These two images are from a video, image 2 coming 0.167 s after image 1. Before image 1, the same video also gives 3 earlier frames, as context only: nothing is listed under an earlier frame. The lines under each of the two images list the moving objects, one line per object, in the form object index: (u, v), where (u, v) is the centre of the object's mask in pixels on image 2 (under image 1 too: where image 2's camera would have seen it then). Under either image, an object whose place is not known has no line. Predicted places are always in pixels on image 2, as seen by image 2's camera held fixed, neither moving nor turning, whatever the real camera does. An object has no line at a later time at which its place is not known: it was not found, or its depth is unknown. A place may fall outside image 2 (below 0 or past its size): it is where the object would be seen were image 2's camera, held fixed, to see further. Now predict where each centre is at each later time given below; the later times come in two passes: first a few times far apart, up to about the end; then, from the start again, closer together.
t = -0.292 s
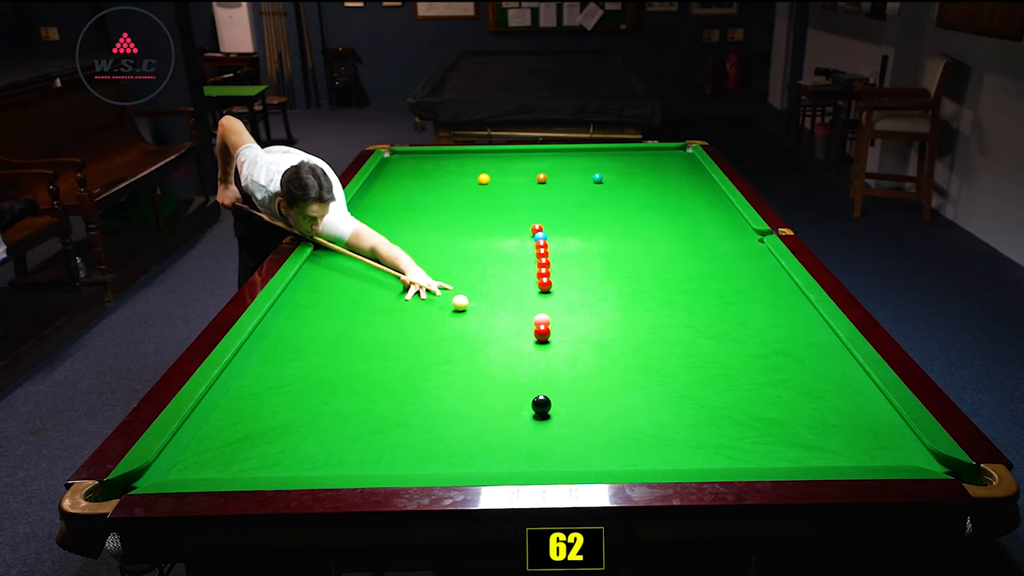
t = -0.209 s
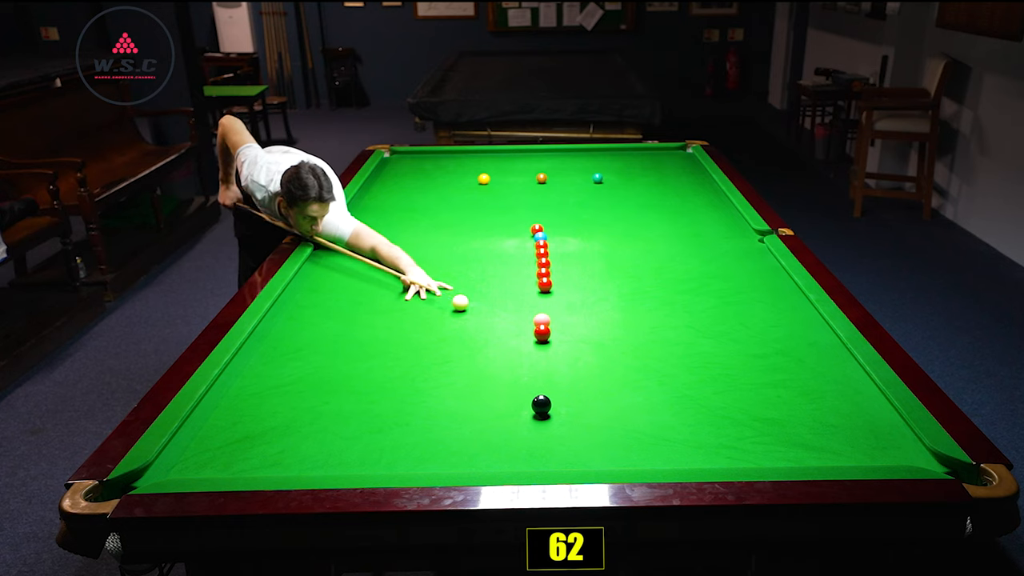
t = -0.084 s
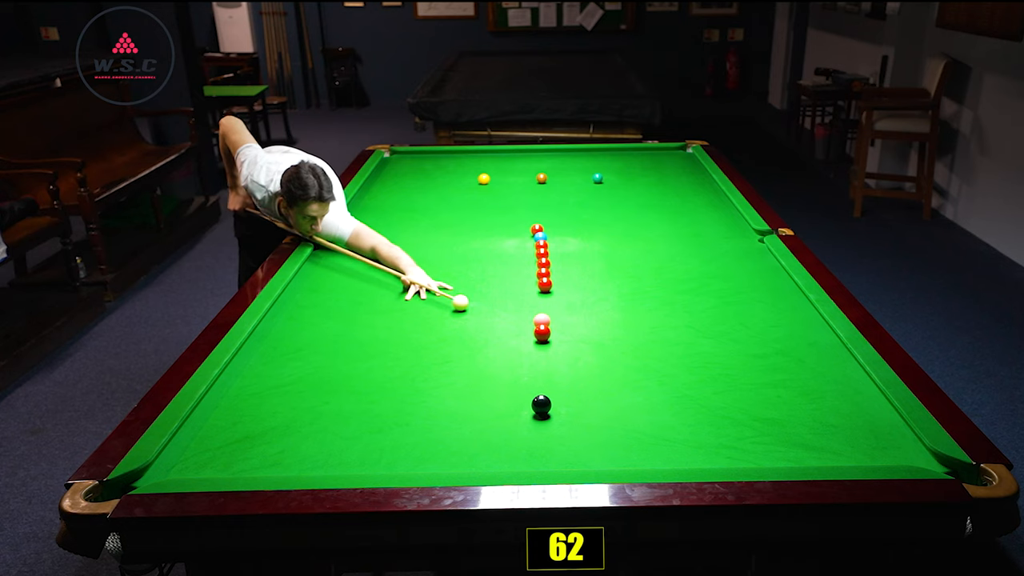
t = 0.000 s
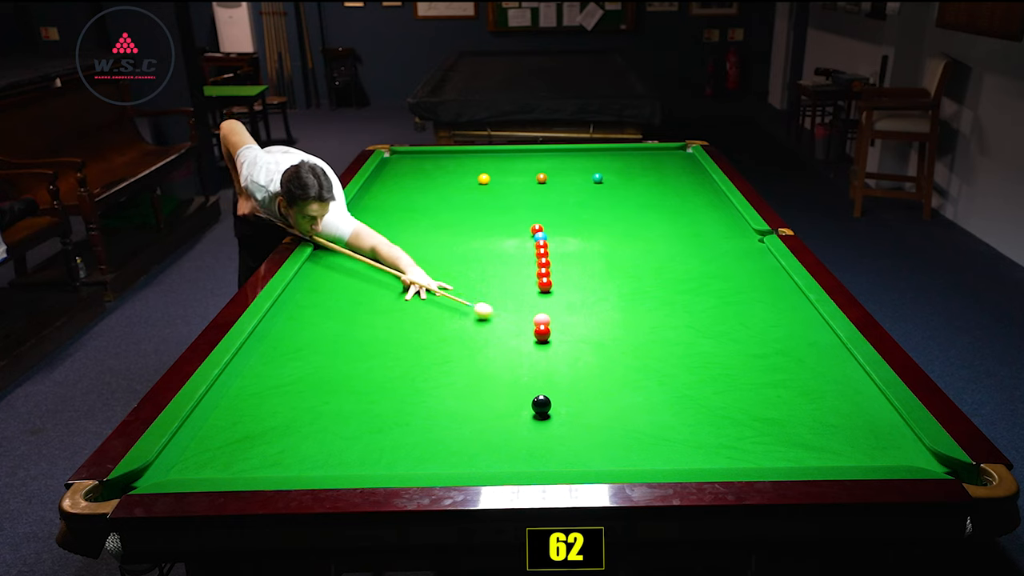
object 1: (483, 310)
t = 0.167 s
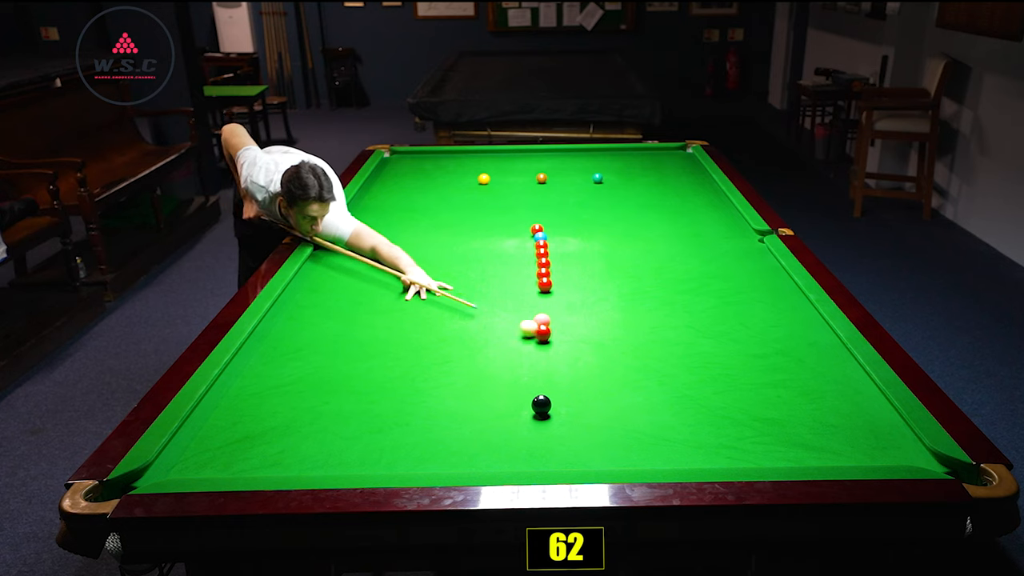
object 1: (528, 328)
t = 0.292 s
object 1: (533, 330)
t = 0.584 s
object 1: (550, 339)
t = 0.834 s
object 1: (564, 347)
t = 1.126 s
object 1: (581, 355)
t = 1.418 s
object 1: (596, 363)
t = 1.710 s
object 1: (609, 370)
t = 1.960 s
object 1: (621, 376)
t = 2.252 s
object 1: (633, 381)
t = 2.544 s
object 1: (643, 386)
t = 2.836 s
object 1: (651, 390)
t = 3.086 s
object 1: (656, 393)
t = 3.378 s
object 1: (661, 395)
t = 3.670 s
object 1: (664, 396)
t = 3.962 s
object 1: (664, 397)
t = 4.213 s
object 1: (664, 396)
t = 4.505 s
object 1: (664, 397)
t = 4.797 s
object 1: (664, 397)
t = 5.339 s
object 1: (664, 397)
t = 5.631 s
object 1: (664, 397)
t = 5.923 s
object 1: (664, 397)
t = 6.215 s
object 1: (664, 396)
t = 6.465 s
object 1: (664, 396)
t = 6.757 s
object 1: (664, 397)
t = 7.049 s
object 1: (664, 396)
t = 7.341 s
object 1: (664, 396)
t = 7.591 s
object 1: (664, 396)
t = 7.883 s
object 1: (664, 396)
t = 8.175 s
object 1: (664, 397)
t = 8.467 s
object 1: (664, 397)
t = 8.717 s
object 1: (664, 397)
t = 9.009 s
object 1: (664, 396)
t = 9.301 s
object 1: (664, 397)
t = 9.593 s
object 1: (664, 397)
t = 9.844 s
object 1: (664, 397)
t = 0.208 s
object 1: (529, 329)
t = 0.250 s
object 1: (530, 330)
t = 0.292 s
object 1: (533, 330)
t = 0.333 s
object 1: (535, 332)
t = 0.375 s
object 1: (538, 333)
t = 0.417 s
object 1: (540, 334)
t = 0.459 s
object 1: (543, 335)
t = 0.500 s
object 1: (545, 337)
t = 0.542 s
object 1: (548, 338)
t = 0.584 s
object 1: (550, 339)
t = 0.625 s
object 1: (553, 341)
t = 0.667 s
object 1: (555, 342)
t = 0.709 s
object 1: (557, 343)
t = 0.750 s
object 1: (560, 344)
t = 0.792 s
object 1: (562, 345)
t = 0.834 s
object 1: (564, 347)
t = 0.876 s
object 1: (567, 347)
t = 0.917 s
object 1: (569, 349)
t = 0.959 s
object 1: (571, 350)
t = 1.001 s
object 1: (574, 351)
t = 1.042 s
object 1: (576, 353)
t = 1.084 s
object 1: (578, 354)
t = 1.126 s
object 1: (581, 355)
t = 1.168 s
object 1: (583, 356)
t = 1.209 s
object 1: (585, 357)
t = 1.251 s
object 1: (587, 358)
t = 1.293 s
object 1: (590, 359)
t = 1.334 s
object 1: (592, 360)
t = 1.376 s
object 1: (594, 362)
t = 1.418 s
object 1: (596, 363)
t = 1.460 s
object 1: (598, 364)
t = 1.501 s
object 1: (600, 365)
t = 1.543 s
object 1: (602, 366)
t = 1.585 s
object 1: (604, 367)
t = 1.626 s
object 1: (606, 368)
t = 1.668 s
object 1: (608, 369)
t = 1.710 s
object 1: (609, 370)
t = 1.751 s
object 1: (612, 371)
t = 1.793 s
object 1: (614, 372)
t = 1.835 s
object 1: (615, 373)
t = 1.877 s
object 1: (617, 374)
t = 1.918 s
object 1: (619, 375)
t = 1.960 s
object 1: (621, 376)
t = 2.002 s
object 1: (623, 376)
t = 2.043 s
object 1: (624, 378)
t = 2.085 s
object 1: (626, 378)
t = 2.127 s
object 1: (628, 379)
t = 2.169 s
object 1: (630, 380)
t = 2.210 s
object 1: (631, 381)
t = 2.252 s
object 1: (633, 381)
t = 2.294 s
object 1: (634, 382)
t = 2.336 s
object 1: (636, 383)
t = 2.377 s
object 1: (637, 383)
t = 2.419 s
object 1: (639, 384)
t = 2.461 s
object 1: (640, 385)
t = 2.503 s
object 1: (642, 386)
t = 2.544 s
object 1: (643, 386)
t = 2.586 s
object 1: (644, 387)
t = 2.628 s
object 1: (645, 388)
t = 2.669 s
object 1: (647, 388)
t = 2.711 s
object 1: (648, 389)
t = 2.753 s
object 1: (649, 389)
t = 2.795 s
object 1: (650, 390)
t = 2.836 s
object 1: (651, 390)
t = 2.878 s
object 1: (652, 391)
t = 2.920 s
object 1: (653, 391)
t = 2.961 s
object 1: (654, 392)
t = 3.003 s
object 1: (655, 392)
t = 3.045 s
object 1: (656, 393)
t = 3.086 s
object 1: (656, 393)
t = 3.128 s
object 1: (657, 393)
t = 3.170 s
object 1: (658, 394)
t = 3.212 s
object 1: (659, 394)
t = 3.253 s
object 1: (659, 394)
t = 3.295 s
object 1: (660, 395)
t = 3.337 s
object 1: (660, 395)
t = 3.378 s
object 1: (661, 395)
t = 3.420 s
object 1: (662, 395)
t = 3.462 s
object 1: (662, 396)
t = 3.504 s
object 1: (662, 396)
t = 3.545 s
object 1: (663, 396)
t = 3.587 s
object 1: (663, 396)
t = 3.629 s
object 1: (663, 396)
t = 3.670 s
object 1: (664, 396)
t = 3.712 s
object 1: (664, 396)
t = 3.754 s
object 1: (664, 396)
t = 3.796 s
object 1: (664, 396)
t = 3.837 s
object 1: (664, 396)
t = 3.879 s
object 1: (664, 396)
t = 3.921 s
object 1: (664, 397)
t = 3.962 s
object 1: (664, 397)
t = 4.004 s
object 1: (664, 396)
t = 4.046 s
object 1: (664, 397)
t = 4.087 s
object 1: (664, 396)
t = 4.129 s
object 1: (664, 396)
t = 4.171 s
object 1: (664, 397)
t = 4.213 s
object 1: (664, 396)
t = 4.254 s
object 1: (664, 397)
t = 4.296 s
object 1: (664, 397)
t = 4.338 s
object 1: (664, 396)
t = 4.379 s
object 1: (664, 397)
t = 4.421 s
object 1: (664, 397)
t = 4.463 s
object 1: (664, 397)
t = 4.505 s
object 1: (664, 397)
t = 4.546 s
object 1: (664, 397)
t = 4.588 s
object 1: (664, 396)
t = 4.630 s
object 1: (664, 397)
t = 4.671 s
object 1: (664, 397)
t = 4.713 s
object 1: (664, 397)
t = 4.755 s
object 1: (664, 397)
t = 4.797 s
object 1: (664, 397)
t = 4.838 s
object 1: (664, 397)
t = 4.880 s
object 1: (664, 397)
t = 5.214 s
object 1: (664, 397)
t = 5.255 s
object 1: (664, 397)
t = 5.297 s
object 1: (664, 397)
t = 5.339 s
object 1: (664, 397)
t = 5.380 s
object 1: (664, 397)
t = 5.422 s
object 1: (664, 397)
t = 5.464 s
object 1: (664, 397)
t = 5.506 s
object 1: (664, 397)
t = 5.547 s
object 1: (664, 397)
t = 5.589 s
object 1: (664, 397)
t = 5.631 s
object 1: (664, 397)
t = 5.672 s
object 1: (664, 397)
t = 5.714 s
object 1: (664, 397)
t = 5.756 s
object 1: (664, 397)
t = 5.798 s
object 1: (664, 397)
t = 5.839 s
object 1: (664, 397)
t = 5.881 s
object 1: (664, 397)
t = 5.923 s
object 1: (664, 397)
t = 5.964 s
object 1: (664, 397)
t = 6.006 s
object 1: (664, 397)
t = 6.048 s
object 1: (664, 396)
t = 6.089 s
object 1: (664, 397)
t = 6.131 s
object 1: (664, 397)
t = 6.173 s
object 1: (664, 397)
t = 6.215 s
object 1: (664, 396)
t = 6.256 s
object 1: (664, 397)
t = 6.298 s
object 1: (664, 396)
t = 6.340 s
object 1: (664, 397)
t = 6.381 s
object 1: (664, 396)
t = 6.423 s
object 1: (664, 396)
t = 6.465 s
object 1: (664, 396)
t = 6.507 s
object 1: (664, 396)
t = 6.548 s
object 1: (664, 397)
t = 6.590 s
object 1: (664, 397)
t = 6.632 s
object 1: (664, 397)
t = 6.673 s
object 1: (664, 397)
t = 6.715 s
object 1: (664, 397)
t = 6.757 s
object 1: (664, 397)
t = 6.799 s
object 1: (664, 397)
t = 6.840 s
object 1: (664, 397)
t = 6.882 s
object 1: (664, 397)
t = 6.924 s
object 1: (664, 397)
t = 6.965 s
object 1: (664, 396)
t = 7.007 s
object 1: (664, 397)
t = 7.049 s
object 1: (664, 396)
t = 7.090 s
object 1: (664, 397)
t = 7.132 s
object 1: (664, 396)
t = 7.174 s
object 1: (664, 397)
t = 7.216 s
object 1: (664, 397)
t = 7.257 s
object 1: (664, 396)
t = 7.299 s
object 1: (664, 396)
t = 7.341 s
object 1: (664, 396)
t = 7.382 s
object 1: (664, 397)
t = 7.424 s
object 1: (664, 397)
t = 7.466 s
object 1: (664, 396)
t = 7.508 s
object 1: (664, 397)
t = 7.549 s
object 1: (664, 396)
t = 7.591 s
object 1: (664, 396)
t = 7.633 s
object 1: (664, 396)
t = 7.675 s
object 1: (664, 396)
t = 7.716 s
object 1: (664, 396)
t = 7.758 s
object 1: (664, 397)
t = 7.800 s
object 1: (664, 397)
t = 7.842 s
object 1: (664, 396)
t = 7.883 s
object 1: (664, 396)
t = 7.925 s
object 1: (664, 397)
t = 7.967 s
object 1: (664, 397)
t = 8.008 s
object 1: (664, 396)
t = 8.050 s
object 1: (664, 397)
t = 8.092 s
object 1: (664, 396)
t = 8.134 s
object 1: (664, 397)
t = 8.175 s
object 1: (664, 397)
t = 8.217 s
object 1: (664, 397)
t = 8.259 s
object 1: (664, 396)
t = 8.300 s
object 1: (664, 396)
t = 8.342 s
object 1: (664, 397)
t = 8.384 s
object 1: (664, 396)
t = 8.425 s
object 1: (664, 396)
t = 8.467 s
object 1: (664, 397)
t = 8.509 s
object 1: (664, 397)
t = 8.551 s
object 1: (664, 396)
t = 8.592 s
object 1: (664, 397)
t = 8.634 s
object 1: (664, 397)
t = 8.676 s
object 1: (664, 396)
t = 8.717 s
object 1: (664, 397)
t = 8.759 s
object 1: (664, 397)
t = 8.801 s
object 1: (664, 396)
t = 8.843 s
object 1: (664, 396)
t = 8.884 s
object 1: (664, 396)
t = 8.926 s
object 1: (664, 397)
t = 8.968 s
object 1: (664, 397)
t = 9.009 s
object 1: (664, 396)
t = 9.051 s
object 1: (664, 397)
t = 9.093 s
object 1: (664, 397)
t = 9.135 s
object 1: (664, 396)
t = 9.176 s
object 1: (664, 397)
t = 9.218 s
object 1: (664, 397)
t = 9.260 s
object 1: (664, 397)
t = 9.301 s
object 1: (664, 397)
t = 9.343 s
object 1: (664, 397)
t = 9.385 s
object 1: (664, 397)
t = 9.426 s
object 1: (664, 397)
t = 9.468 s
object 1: (664, 397)
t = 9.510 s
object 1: (664, 397)
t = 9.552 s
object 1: (664, 397)
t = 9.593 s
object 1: (664, 397)
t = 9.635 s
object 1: (664, 397)
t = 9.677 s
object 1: (664, 397)
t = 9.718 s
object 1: (664, 397)
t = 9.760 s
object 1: (664, 397)
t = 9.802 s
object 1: (664, 397)
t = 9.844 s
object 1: (664, 397)
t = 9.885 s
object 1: (664, 397)
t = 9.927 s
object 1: (664, 397)
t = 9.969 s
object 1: (664, 397)
